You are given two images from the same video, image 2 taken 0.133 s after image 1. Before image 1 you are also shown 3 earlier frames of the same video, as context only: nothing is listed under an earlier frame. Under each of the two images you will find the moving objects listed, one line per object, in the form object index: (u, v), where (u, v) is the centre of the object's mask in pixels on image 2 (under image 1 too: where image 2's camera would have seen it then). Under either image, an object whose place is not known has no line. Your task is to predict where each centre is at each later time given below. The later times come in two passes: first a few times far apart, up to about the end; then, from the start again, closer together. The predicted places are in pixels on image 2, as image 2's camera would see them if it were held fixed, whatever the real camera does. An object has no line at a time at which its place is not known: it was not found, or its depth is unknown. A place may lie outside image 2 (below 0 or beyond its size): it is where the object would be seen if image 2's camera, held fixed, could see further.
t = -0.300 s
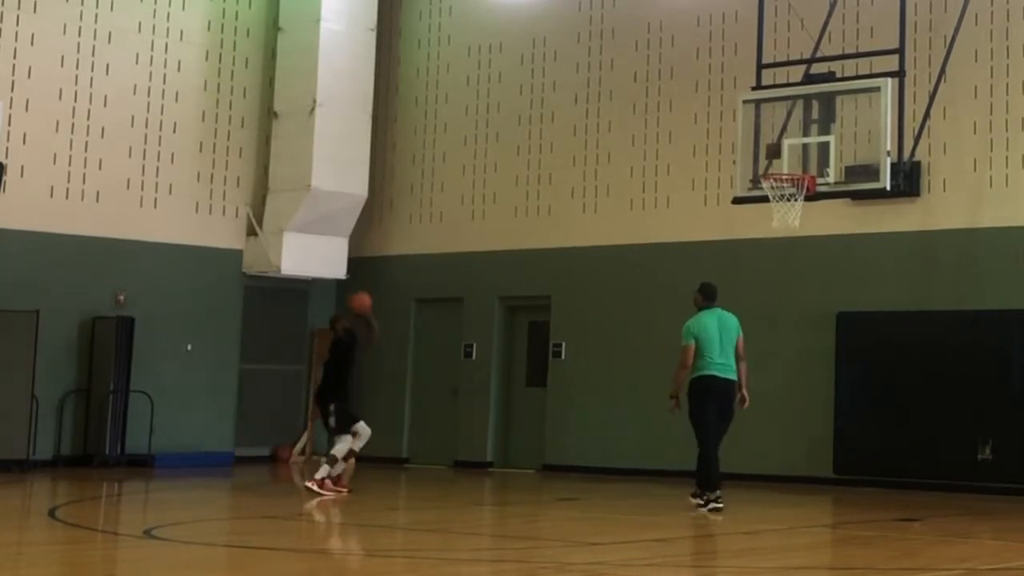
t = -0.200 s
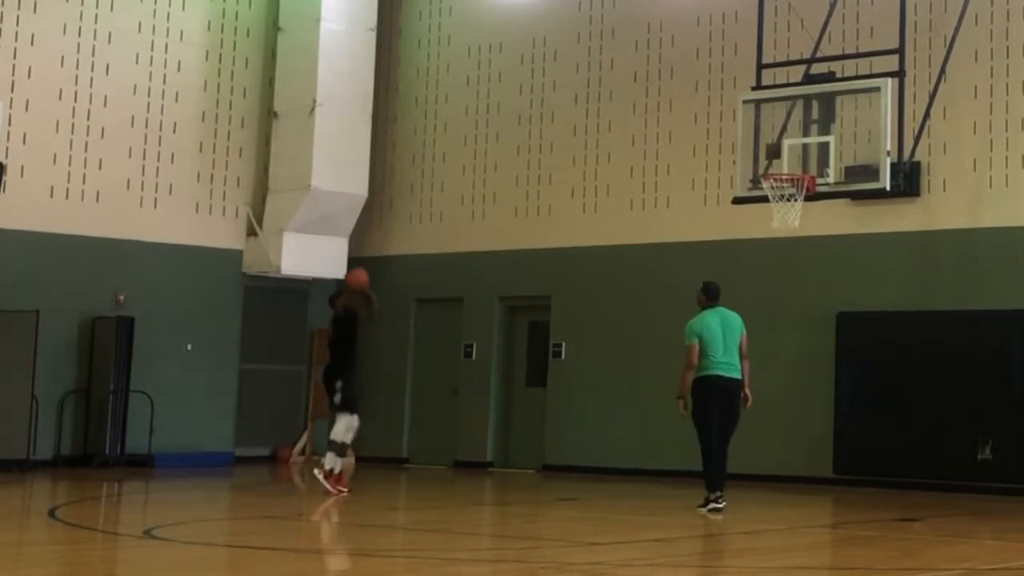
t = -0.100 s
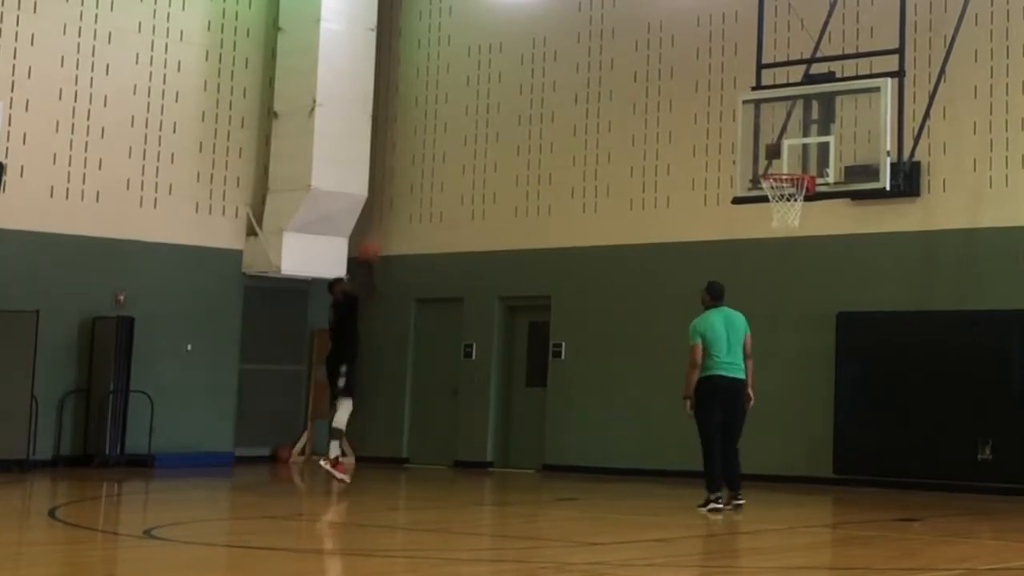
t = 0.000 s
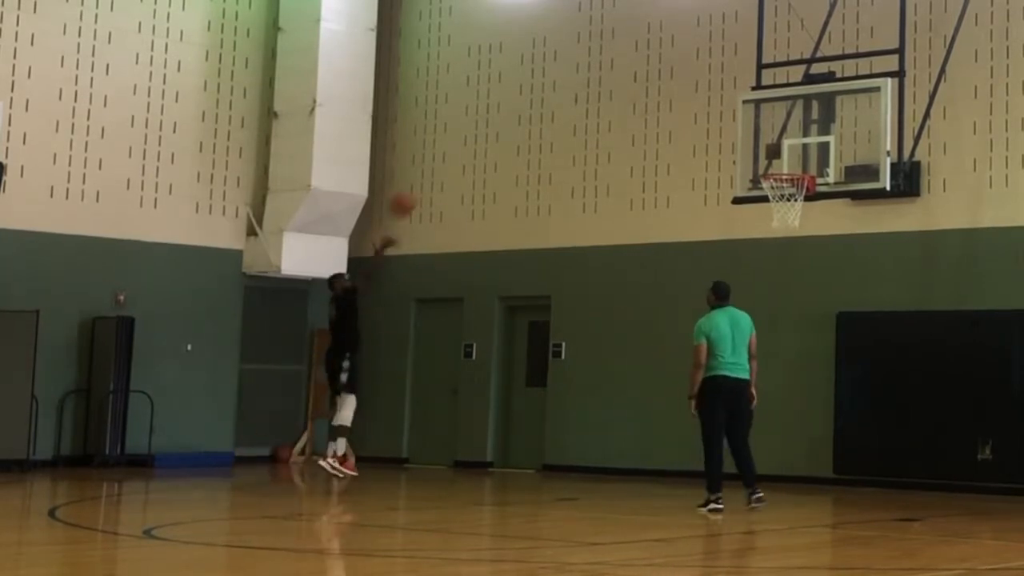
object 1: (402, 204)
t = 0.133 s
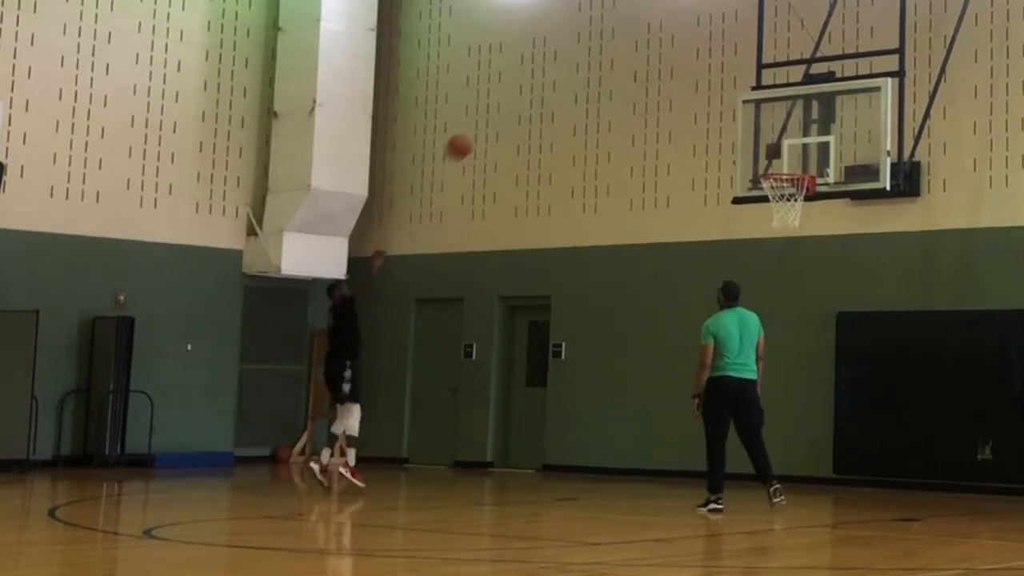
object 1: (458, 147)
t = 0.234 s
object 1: (500, 115)
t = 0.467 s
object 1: (592, 80)
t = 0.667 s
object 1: (672, 91)
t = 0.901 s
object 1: (765, 153)
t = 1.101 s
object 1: (815, 216)
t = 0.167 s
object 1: (472, 136)
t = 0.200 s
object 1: (485, 126)
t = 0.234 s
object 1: (500, 115)
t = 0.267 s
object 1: (512, 107)
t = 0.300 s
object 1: (525, 100)
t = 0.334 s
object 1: (539, 94)
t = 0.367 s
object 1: (553, 89)
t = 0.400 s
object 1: (565, 85)
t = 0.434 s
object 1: (579, 81)
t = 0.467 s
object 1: (592, 80)
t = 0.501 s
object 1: (605, 79)
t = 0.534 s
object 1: (619, 79)
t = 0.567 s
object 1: (632, 80)
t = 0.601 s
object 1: (645, 83)
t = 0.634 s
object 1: (659, 87)
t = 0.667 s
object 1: (672, 91)
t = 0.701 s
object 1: (685, 97)
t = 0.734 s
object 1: (698, 103)
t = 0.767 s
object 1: (711, 111)
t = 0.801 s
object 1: (724, 120)
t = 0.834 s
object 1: (737, 130)
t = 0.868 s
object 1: (751, 141)
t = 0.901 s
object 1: (765, 153)
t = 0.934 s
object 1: (777, 167)
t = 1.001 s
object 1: (802, 193)
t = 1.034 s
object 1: (808, 206)
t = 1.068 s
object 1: (812, 210)
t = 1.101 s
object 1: (815, 216)
